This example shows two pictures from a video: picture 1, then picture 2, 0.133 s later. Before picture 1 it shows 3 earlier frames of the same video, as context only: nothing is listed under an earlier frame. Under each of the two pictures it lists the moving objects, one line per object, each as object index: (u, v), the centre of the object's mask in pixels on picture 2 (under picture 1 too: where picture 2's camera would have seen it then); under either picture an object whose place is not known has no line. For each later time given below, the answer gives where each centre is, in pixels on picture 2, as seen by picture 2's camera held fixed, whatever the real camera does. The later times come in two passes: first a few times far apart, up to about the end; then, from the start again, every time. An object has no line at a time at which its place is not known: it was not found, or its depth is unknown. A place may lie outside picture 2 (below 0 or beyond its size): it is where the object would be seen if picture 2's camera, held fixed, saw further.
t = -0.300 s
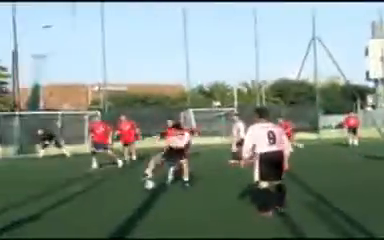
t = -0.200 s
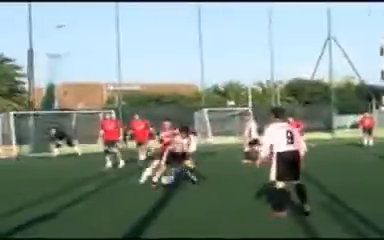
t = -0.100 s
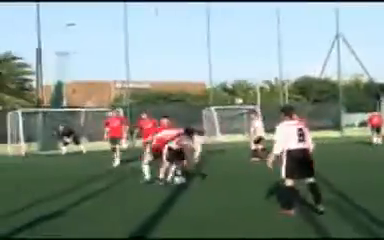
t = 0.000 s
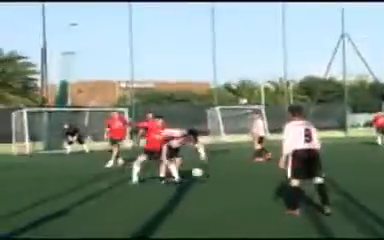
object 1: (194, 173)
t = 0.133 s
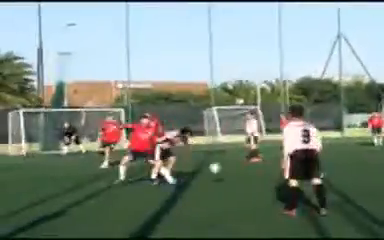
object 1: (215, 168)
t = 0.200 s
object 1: (225, 168)
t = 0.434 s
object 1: (261, 177)
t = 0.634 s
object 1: (278, 172)
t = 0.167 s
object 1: (221, 167)
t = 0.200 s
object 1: (225, 168)
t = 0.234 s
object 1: (231, 169)
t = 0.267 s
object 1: (236, 170)
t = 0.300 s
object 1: (242, 172)
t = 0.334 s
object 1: (248, 175)
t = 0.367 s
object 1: (254, 177)
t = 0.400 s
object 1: (258, 180)
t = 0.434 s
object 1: (261, 177)
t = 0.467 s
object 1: (264, 175)
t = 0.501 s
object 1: (267, 174)
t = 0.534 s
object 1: (269, 172)
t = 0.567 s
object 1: (272, 172)
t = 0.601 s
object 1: (275, 171)
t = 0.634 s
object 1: (278, 172)
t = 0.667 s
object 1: (280, 173)
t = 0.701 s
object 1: (282, 175)
